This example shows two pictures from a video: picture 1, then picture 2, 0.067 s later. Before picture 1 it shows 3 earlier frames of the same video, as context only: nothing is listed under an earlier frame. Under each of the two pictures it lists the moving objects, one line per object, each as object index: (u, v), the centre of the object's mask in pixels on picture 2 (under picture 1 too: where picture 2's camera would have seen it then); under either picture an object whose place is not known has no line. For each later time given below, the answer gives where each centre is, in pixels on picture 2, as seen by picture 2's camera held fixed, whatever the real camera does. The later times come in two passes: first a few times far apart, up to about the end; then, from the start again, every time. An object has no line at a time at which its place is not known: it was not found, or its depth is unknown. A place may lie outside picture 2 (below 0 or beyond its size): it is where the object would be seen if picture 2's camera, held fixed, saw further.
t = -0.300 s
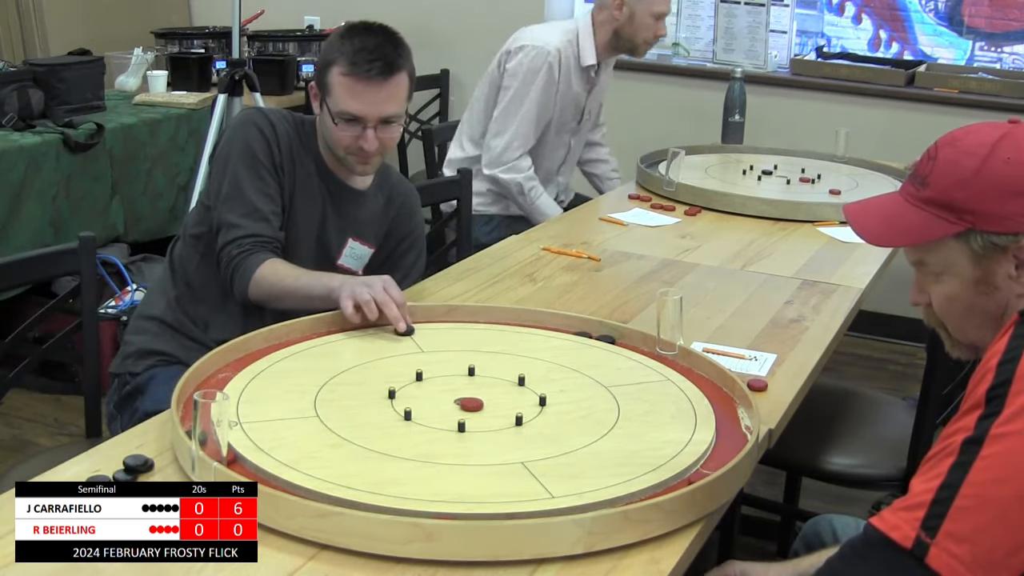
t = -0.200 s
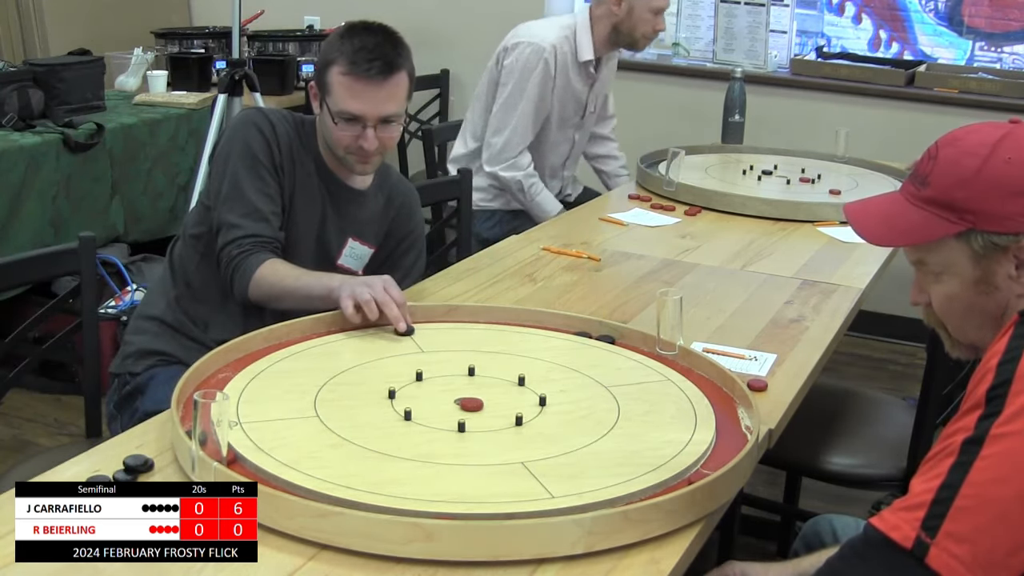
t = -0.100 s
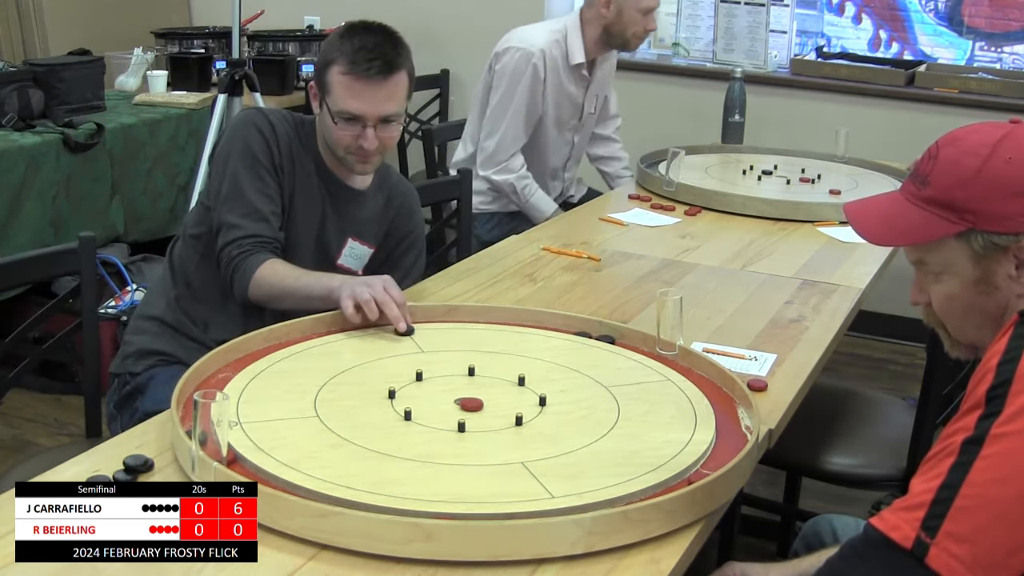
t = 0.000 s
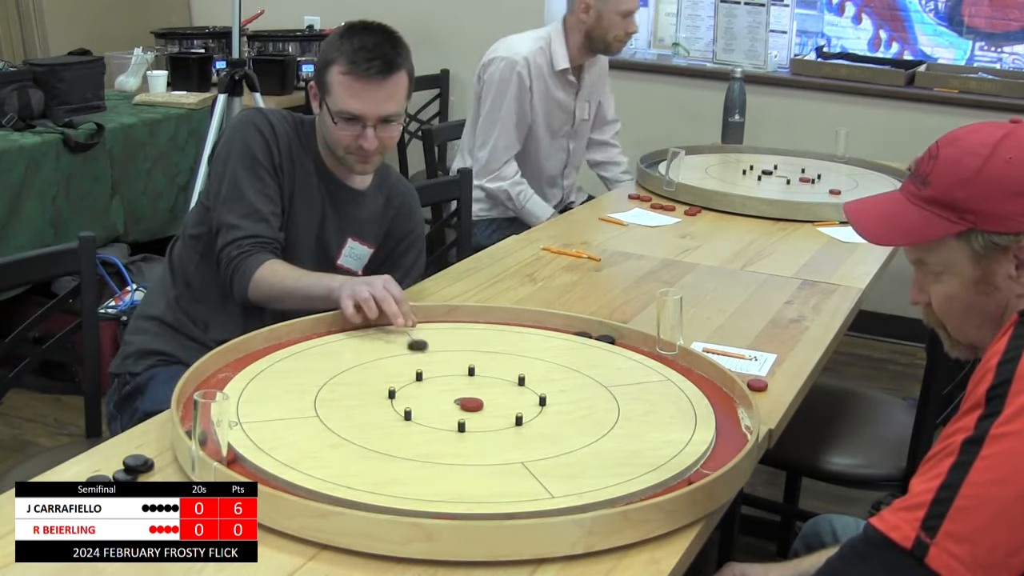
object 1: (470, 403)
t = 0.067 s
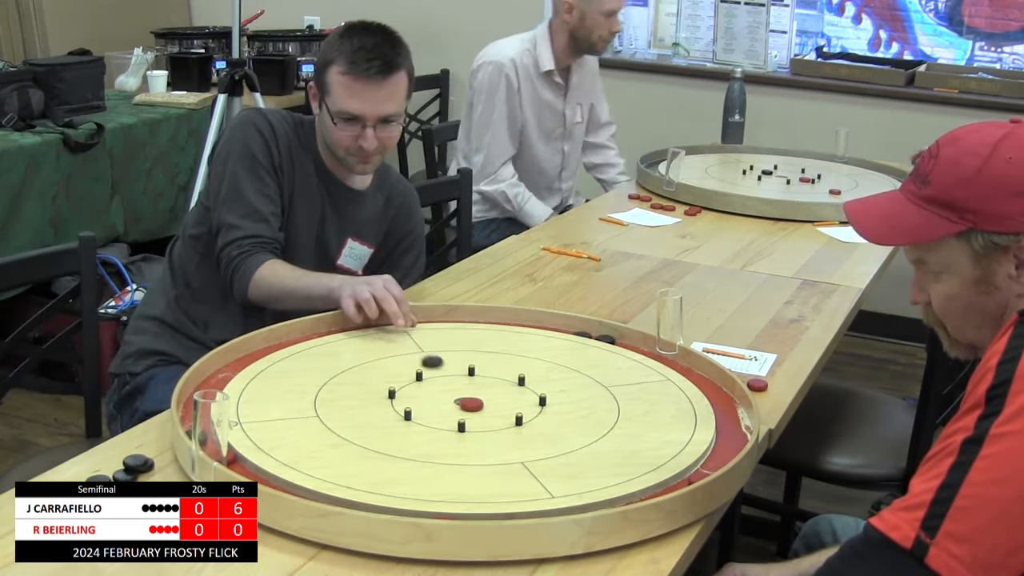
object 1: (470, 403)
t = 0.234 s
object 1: (477, 410)
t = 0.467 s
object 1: (523, 460)
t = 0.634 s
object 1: (549, 486)
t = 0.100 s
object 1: (470, 404)
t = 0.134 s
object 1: (470, 403)
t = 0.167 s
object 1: (470, 404)
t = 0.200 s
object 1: (472, 404)
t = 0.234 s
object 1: (477, 410)
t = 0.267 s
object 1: (484, 418)
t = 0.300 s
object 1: (491, 426)
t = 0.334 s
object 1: (498, 433)
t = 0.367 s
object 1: (505, 440)
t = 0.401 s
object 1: (511, 447)
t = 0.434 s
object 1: (518, 454)
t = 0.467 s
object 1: (523, 460)
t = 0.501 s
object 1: (529, 466)
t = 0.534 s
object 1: (535, 471)
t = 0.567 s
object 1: (540, 476)
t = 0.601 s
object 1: (545, 481)
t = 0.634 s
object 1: (549, 486)
